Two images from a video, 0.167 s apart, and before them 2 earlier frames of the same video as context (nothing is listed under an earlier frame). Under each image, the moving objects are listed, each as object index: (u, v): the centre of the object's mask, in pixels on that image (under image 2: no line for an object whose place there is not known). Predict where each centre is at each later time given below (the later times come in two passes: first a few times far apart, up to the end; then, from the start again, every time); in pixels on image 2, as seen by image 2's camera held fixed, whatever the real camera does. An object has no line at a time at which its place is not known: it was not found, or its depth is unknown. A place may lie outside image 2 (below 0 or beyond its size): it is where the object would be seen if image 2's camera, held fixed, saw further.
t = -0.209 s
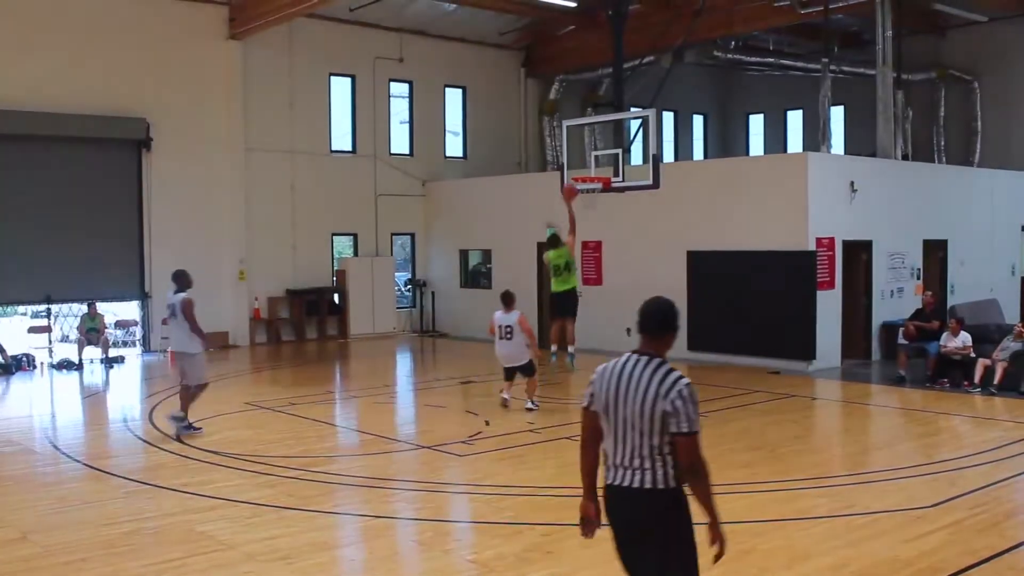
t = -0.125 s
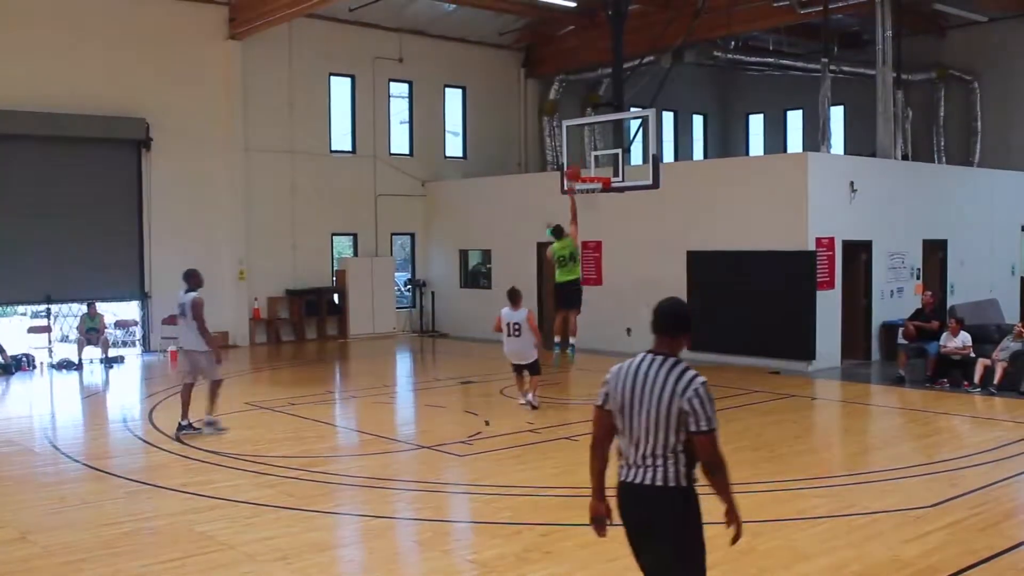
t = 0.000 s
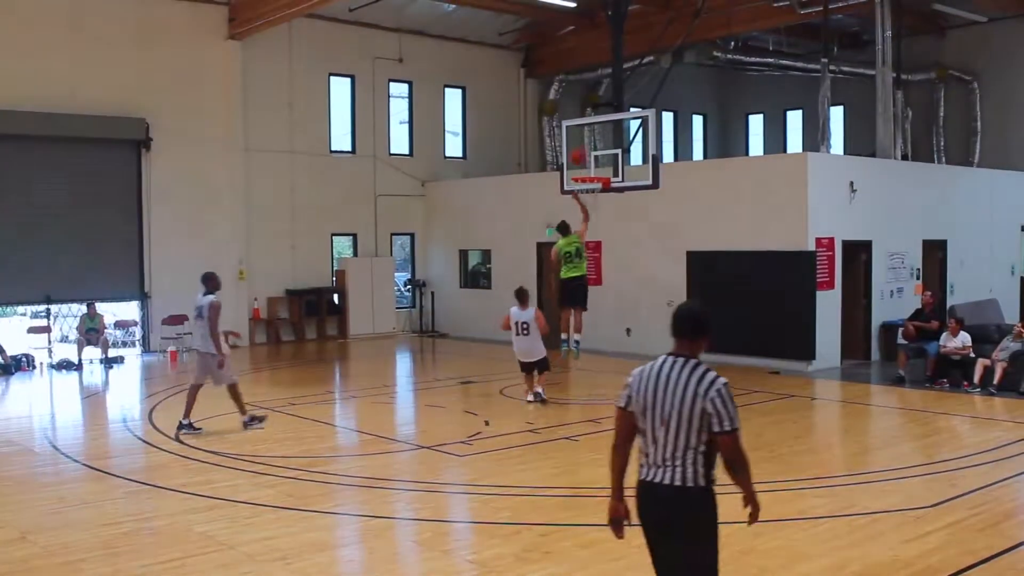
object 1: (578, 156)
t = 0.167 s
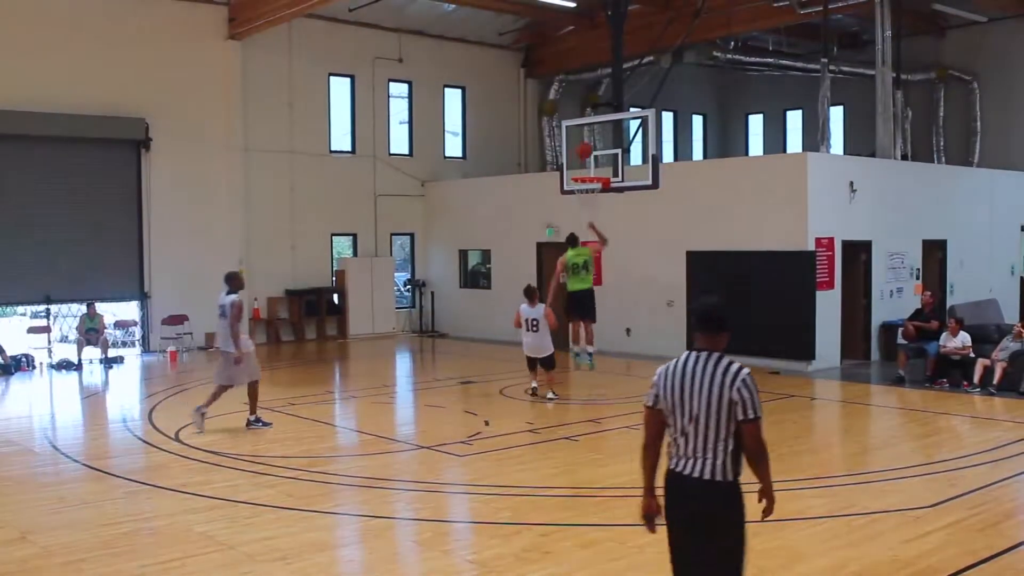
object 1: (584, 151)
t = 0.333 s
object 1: (590, 162)
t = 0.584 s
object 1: (573, 189)
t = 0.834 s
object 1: (550, 199)
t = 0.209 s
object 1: (586, 152)
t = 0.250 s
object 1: (588, 154)
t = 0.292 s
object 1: (589, 157)
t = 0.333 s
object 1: (590, 162)
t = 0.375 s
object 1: (593, 168)
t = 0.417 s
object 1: (594, 175)
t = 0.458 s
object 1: (589, 177)
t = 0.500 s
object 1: (583, 180)
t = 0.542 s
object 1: (577, 187)
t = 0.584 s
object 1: (573, 189)
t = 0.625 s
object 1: (570, 188)
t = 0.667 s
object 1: (566, 188)
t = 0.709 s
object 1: (562, 189)
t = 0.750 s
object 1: (558, 191)
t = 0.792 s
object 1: (554, 194)
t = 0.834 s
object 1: (550, 199)
